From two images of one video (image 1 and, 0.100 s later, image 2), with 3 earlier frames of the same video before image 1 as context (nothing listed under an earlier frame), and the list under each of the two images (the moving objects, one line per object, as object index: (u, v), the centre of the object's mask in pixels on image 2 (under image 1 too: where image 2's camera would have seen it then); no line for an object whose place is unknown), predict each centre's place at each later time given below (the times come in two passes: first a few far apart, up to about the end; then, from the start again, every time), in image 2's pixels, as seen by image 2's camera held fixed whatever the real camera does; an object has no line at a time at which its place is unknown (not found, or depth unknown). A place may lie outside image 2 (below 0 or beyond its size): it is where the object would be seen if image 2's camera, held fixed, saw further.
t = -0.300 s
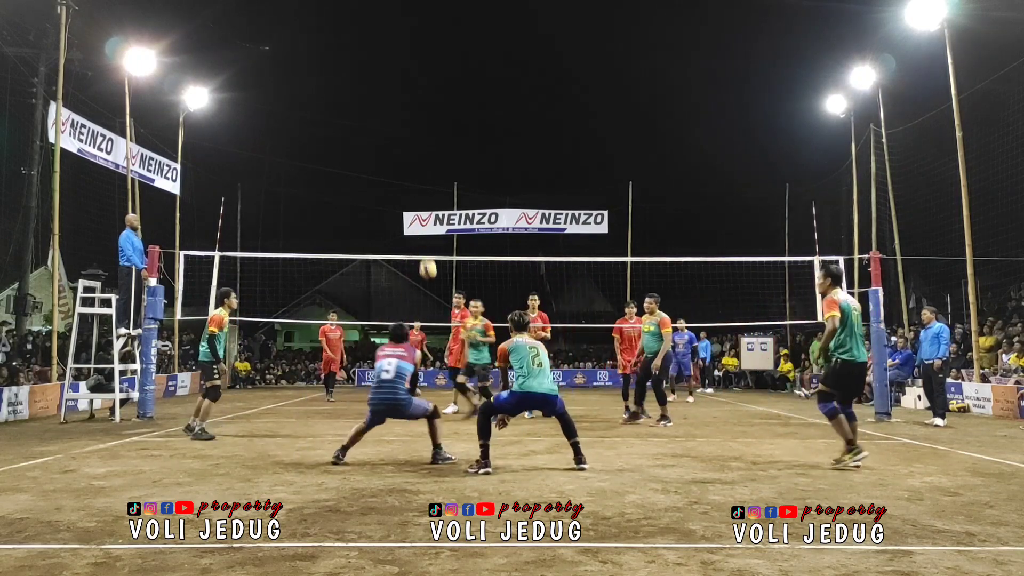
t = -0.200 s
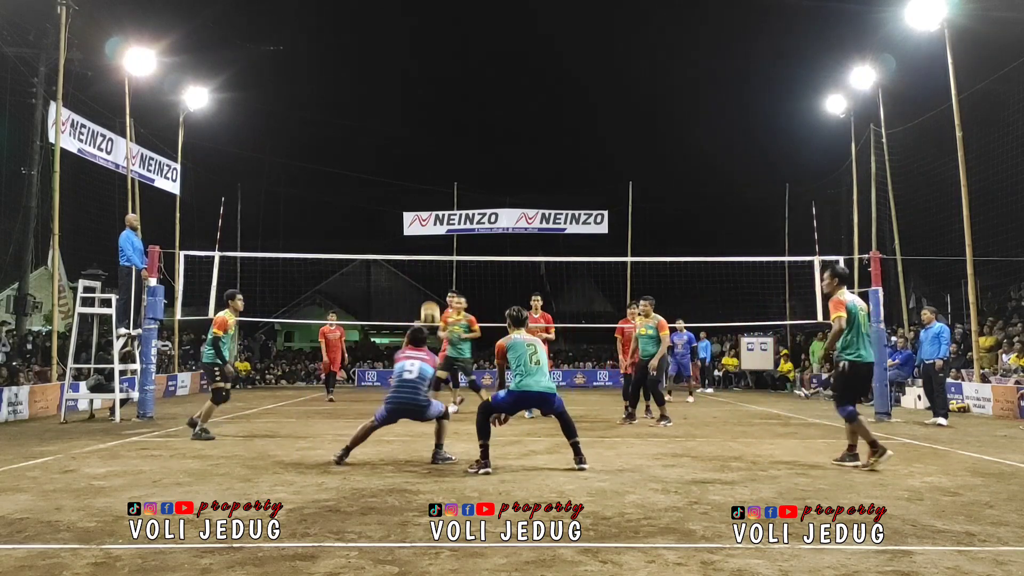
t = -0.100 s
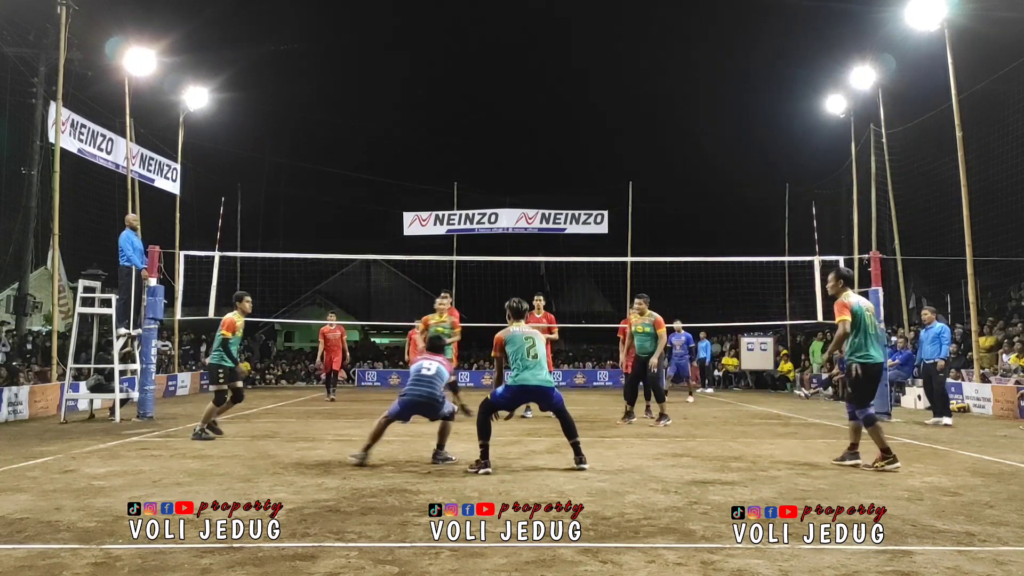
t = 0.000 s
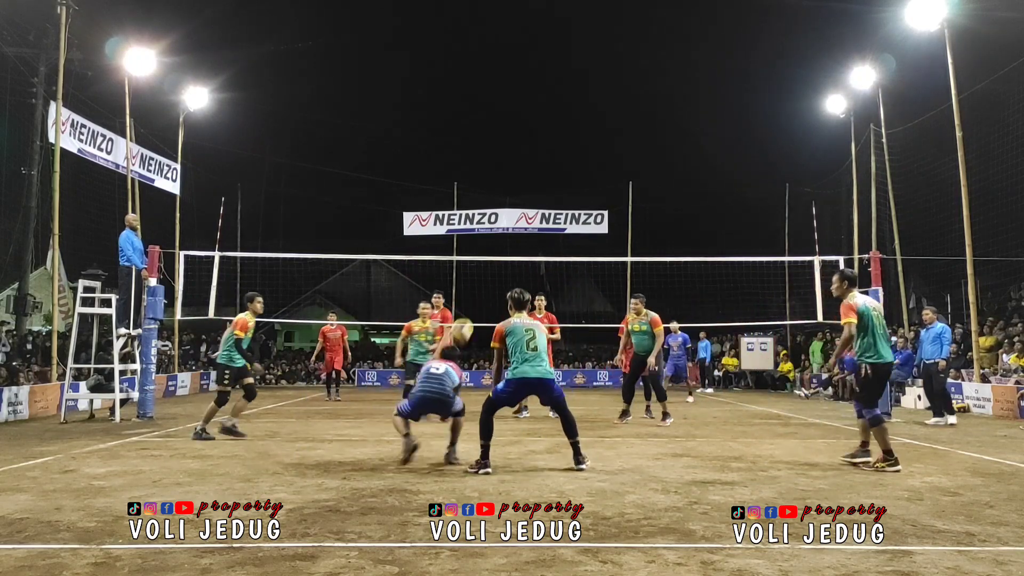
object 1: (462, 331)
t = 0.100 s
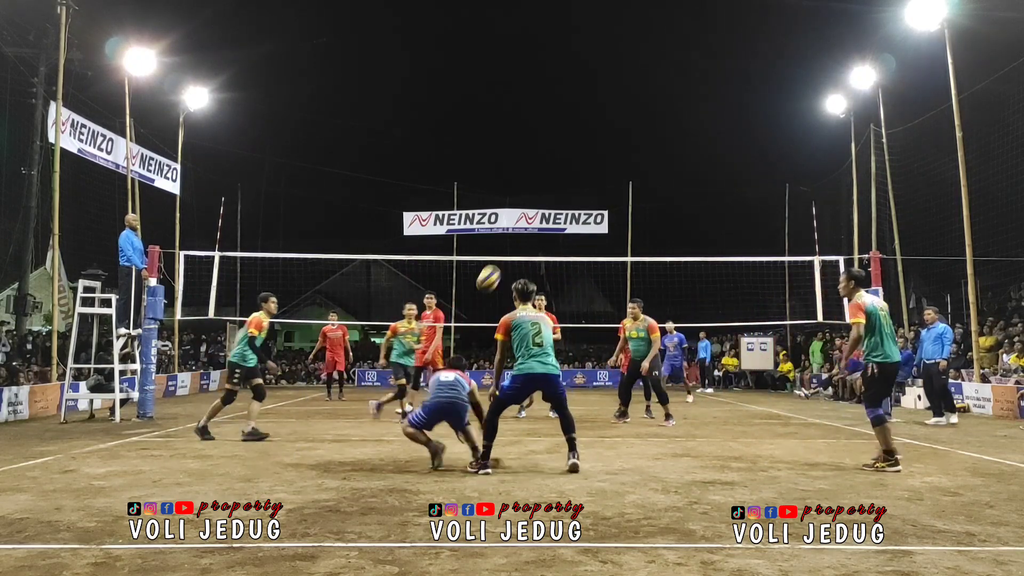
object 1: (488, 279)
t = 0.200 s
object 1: (514, 238)
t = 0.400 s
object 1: (559, 187)
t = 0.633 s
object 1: (605, 174)
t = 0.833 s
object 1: (639, 196)
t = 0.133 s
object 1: (497, 263)
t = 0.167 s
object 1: (506, 248)
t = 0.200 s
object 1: (514, 238)
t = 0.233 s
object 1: (522, 227)
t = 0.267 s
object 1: (531, 214)
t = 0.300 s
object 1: (538, 206)
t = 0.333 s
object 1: (545, 199)
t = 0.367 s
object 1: (552, 192)
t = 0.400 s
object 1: (559, 187)
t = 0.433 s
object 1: (566, 182)
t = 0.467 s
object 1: (573, 179)
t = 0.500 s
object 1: (580, 176)
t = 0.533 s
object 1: (586, 174)
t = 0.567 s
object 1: (593, 173)
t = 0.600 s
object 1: (599, 173)
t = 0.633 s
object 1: (605, 174)
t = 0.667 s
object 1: (611, 176)
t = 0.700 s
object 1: (617, 178)
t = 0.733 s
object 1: (623, 181)
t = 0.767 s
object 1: (628, 185)
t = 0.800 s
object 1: (634, 190)
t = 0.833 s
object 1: (639, 196)
